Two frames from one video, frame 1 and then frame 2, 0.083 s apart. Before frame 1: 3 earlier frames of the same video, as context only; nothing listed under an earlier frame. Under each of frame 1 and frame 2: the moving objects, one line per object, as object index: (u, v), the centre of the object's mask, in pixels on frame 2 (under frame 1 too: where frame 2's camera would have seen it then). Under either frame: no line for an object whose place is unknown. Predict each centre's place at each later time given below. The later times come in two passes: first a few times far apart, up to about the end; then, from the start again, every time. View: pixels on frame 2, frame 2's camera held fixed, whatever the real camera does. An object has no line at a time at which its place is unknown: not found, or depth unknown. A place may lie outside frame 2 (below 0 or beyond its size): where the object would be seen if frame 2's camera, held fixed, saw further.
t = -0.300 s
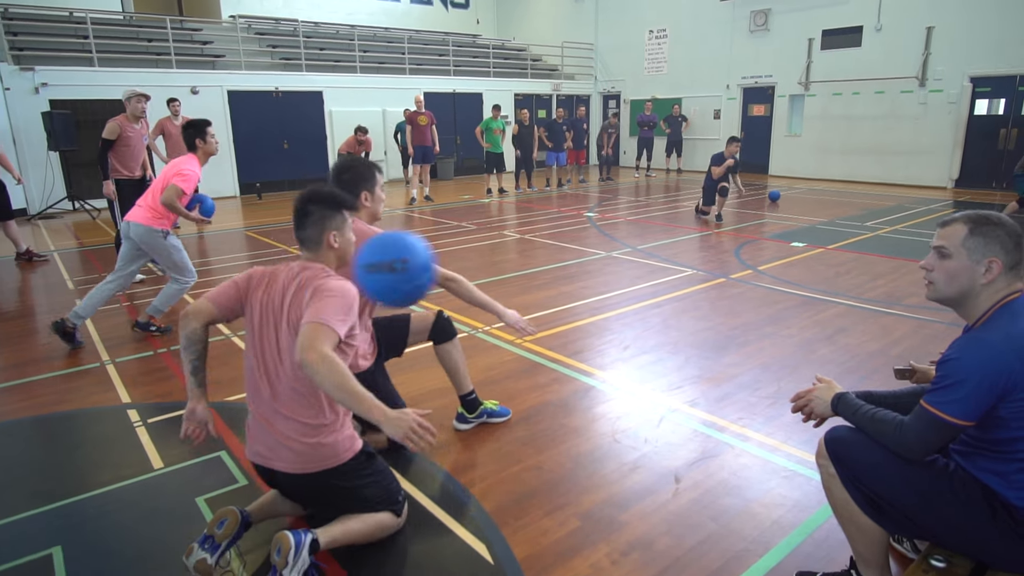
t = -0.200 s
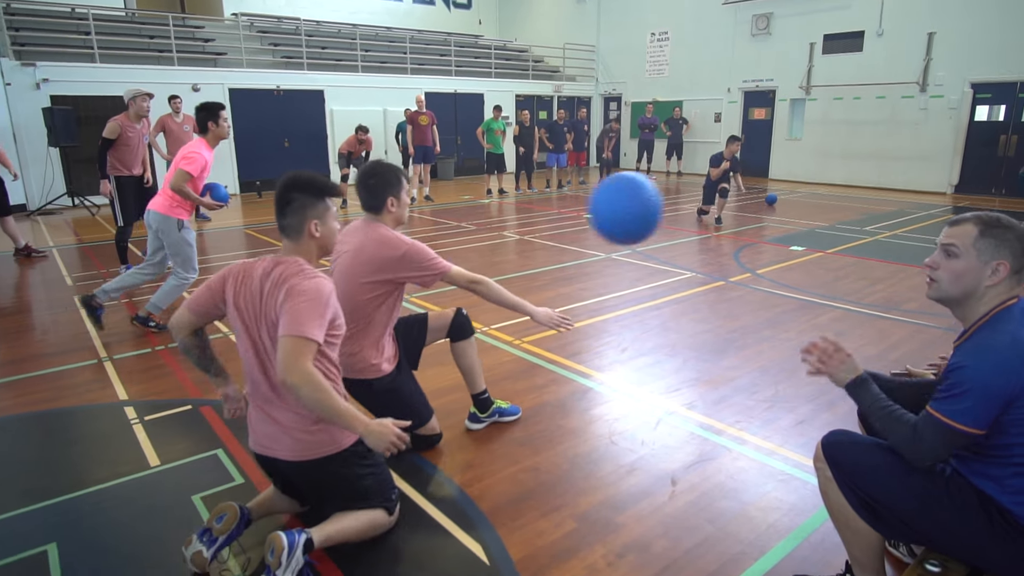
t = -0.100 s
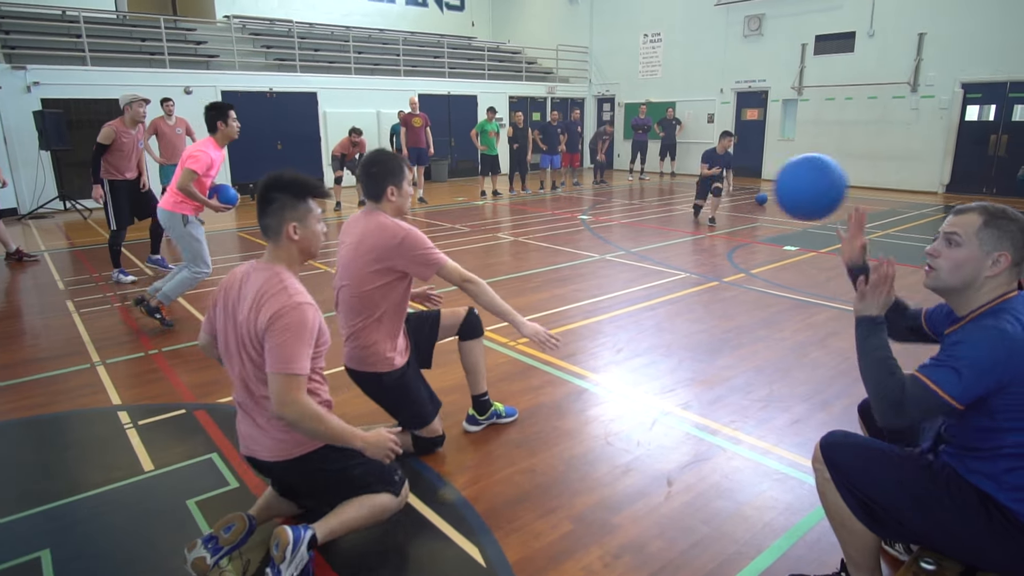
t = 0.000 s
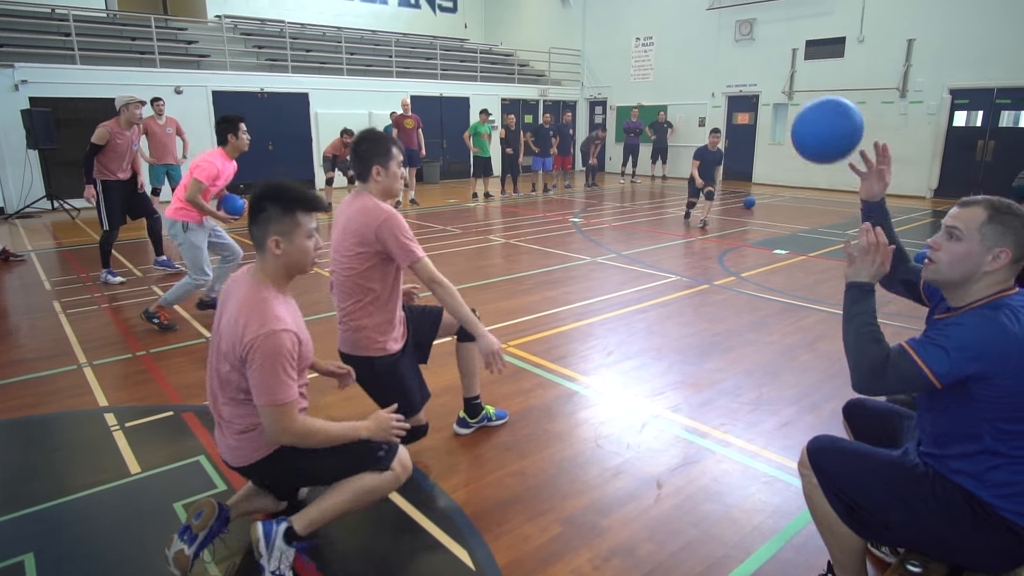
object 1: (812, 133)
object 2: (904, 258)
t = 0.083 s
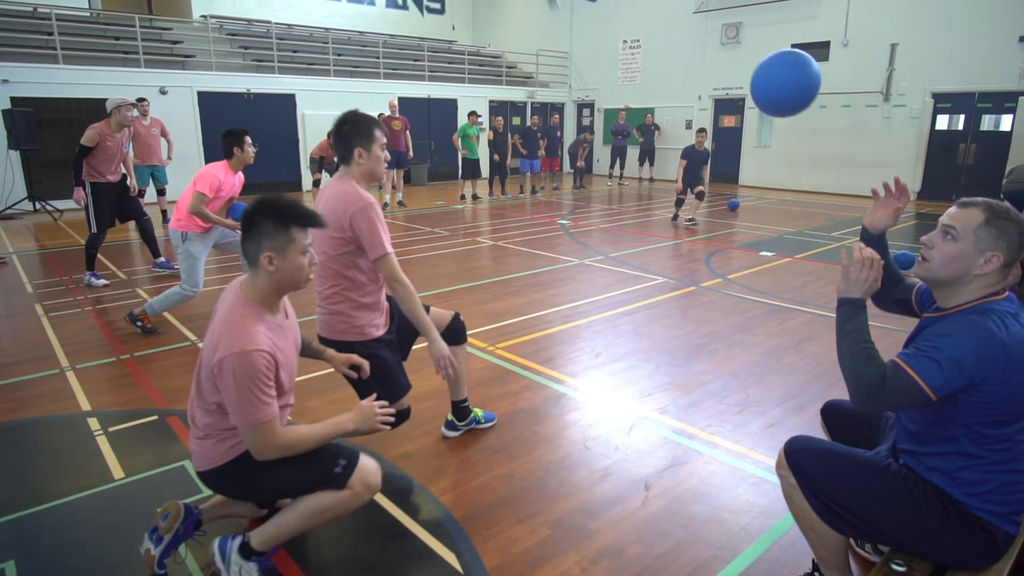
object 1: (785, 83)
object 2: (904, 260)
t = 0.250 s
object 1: (727, 48)
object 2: (891, 270)
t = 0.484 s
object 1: (645, 139)
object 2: (869, 282)
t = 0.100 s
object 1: (780, 75)
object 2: (903, 261)
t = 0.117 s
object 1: (774, 69)
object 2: (902, 261)
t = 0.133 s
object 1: (769, 63)
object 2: (902, 263)
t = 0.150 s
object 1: (763, 58)
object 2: (904, 264)
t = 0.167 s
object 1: (757, 54)
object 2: (900, 265)
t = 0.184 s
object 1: (751, 51)
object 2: (896, 267)
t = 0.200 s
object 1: (745, 49)
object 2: (895, 270)
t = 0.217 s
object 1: (739, 48)
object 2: (893, 270)
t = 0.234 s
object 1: (733, 47)
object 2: (892, 270)
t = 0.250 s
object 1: (727, 48)
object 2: (891, 270)
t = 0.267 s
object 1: (721, 49)
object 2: (889, 270)
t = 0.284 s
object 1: (715, 51)
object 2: (888, 271)
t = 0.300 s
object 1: (709, 54)
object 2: (887, 272)
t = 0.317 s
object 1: (704, 58)
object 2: (885, 273)
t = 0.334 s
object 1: (698, 63)
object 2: (883, 275)
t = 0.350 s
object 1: (692, 68)
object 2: (882, 276)
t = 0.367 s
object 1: (686, 74)
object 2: (880, 276)
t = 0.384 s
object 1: (680, 82)
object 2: (879, 277)
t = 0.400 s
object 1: (674, 89)
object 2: (877, 277)
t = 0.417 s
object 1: (668, 98)
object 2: (876, 278)
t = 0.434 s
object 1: (663, 107)
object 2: (874, 280)
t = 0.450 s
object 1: (658, 116)
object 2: (872, 281)
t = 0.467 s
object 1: (652, 128)
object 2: (871, 282)
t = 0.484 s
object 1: (645, 139)
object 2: (869, 282)
